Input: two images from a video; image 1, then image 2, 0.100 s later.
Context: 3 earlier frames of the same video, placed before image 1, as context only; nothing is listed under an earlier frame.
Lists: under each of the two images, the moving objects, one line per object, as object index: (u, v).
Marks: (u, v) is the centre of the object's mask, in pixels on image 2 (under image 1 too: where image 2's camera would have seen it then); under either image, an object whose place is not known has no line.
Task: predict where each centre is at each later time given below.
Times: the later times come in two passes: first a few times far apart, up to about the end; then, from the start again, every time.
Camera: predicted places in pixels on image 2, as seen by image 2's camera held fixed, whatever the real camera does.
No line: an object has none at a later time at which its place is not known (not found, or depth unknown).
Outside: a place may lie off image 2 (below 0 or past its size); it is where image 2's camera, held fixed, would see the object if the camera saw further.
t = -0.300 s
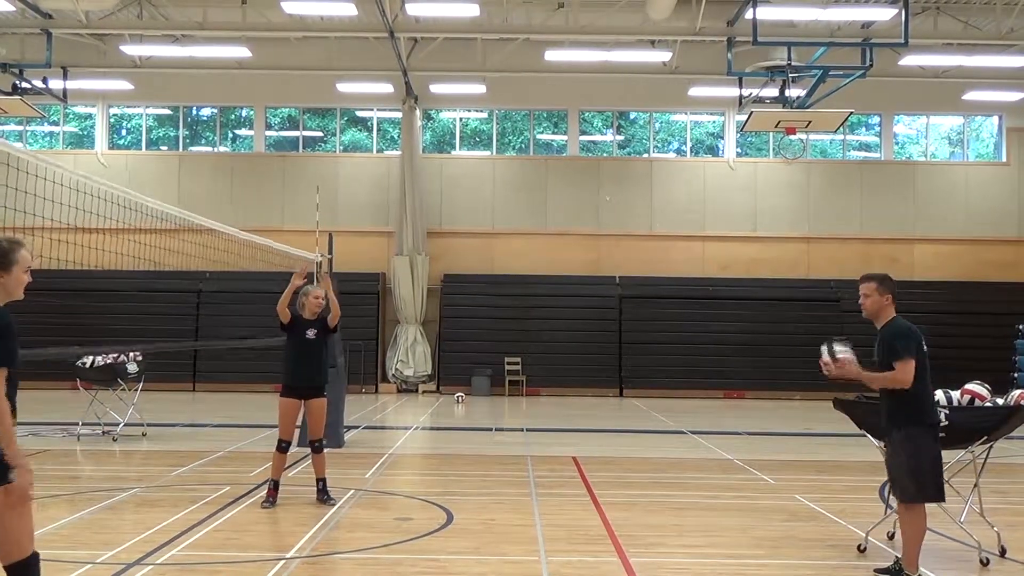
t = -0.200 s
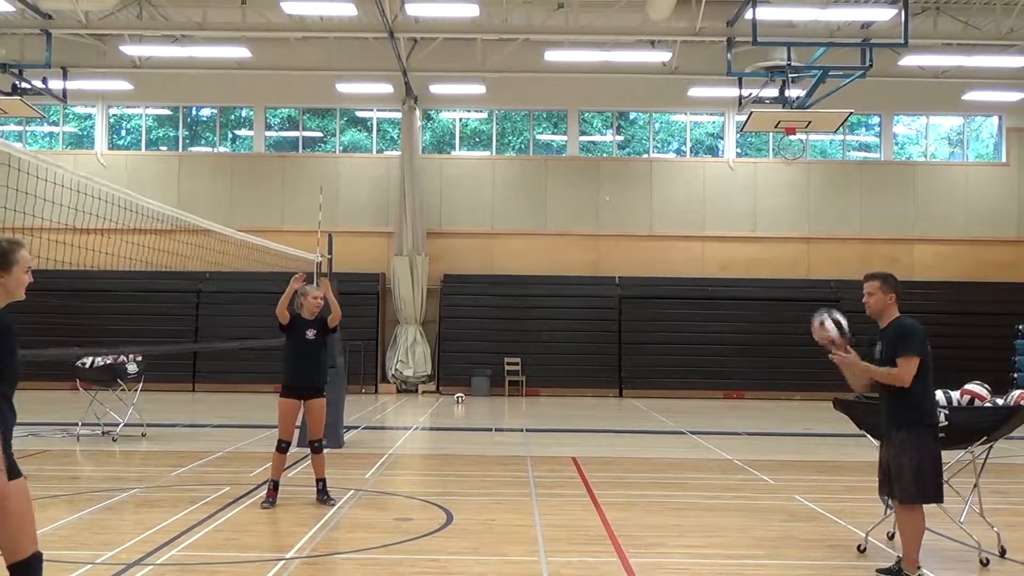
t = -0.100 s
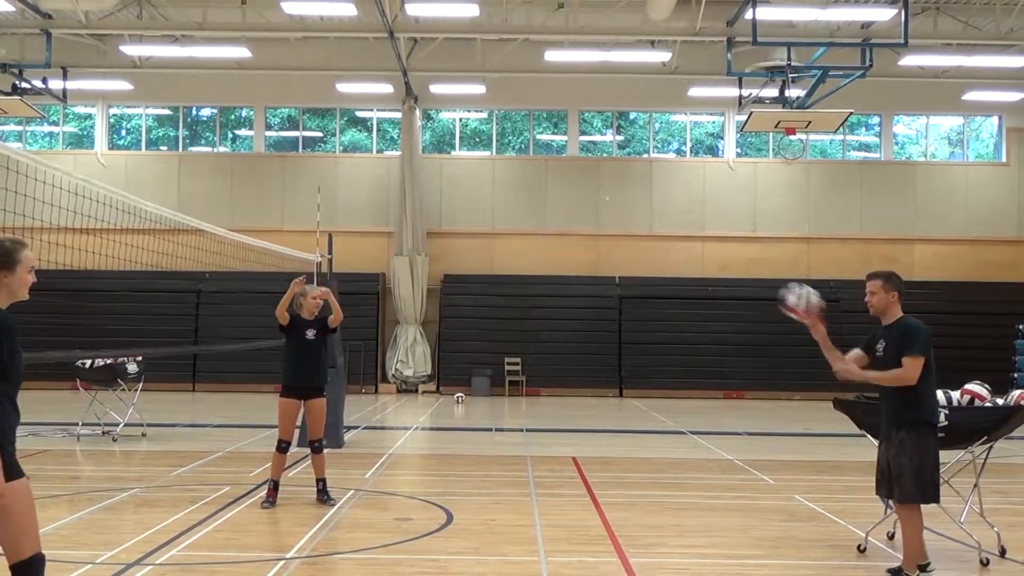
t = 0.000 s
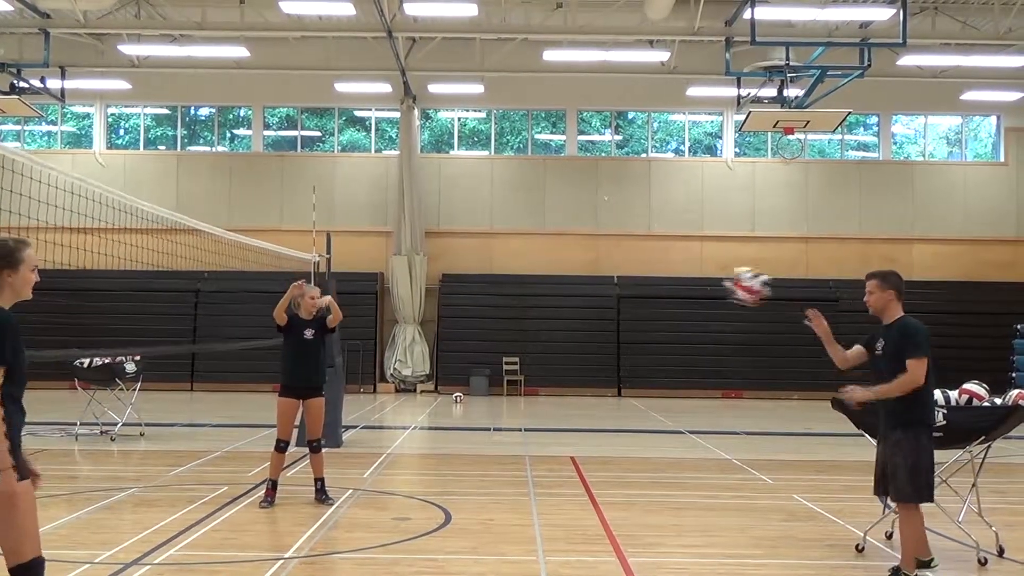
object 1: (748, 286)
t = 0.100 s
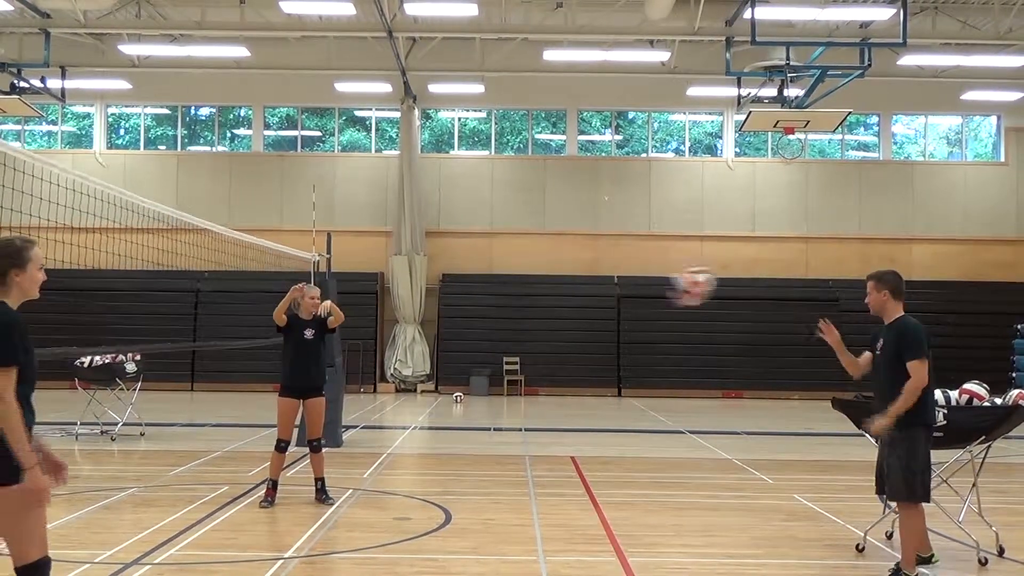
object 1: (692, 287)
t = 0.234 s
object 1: (613, 317)
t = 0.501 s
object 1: (439, 488)
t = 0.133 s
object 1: (672, 292)
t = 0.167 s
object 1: (654, 298)
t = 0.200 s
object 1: (634, 307)
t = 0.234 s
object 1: (613, 317)
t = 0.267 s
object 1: (593, 330)
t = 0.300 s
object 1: (572, 346)
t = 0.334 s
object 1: (552, 362)
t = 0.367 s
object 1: (532, 379)
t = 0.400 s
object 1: (510, 402)
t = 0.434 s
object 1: (485, 431)
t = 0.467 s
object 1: (458, 459)
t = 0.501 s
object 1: (439, 488)
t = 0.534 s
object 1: (414, 526)
